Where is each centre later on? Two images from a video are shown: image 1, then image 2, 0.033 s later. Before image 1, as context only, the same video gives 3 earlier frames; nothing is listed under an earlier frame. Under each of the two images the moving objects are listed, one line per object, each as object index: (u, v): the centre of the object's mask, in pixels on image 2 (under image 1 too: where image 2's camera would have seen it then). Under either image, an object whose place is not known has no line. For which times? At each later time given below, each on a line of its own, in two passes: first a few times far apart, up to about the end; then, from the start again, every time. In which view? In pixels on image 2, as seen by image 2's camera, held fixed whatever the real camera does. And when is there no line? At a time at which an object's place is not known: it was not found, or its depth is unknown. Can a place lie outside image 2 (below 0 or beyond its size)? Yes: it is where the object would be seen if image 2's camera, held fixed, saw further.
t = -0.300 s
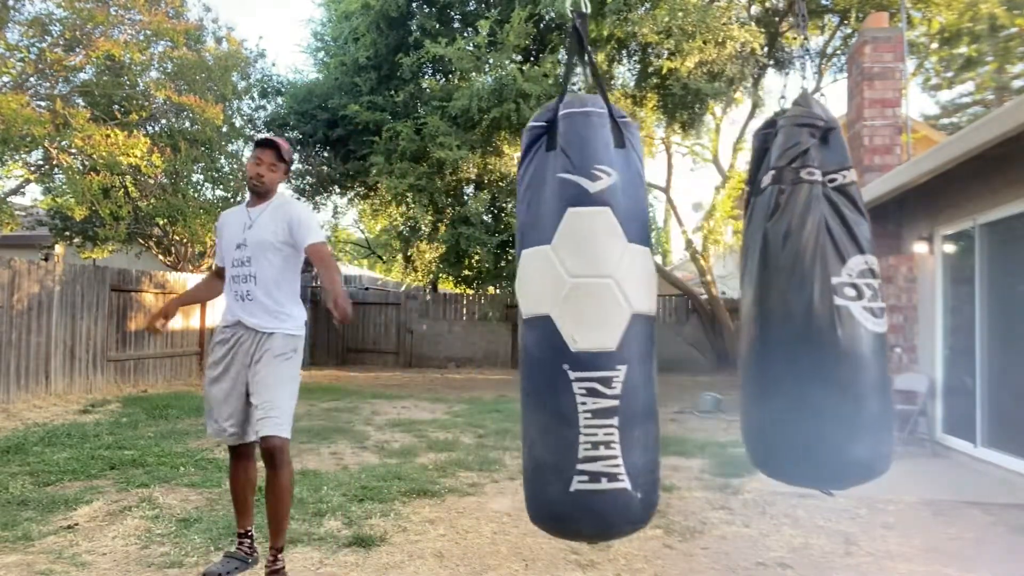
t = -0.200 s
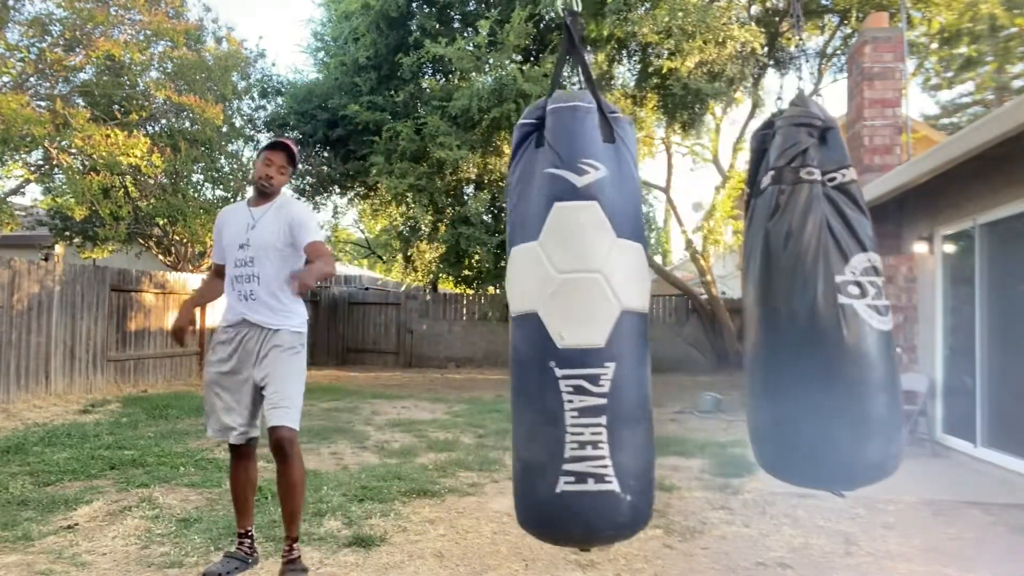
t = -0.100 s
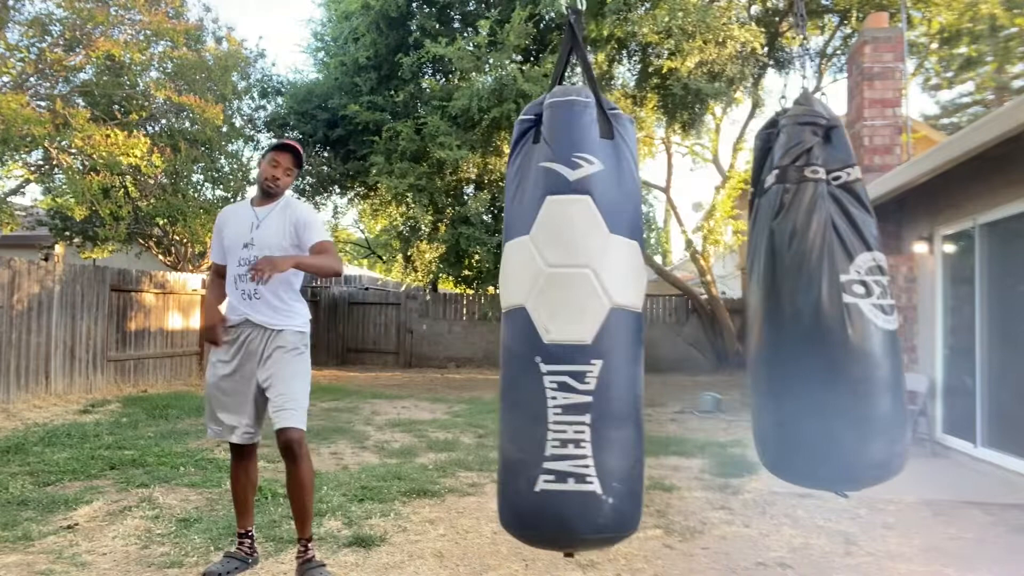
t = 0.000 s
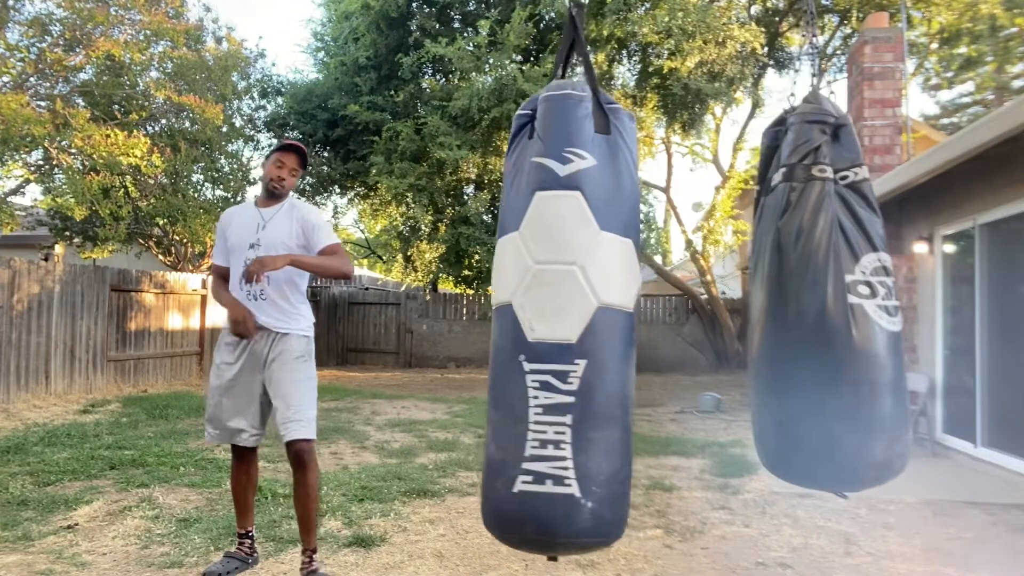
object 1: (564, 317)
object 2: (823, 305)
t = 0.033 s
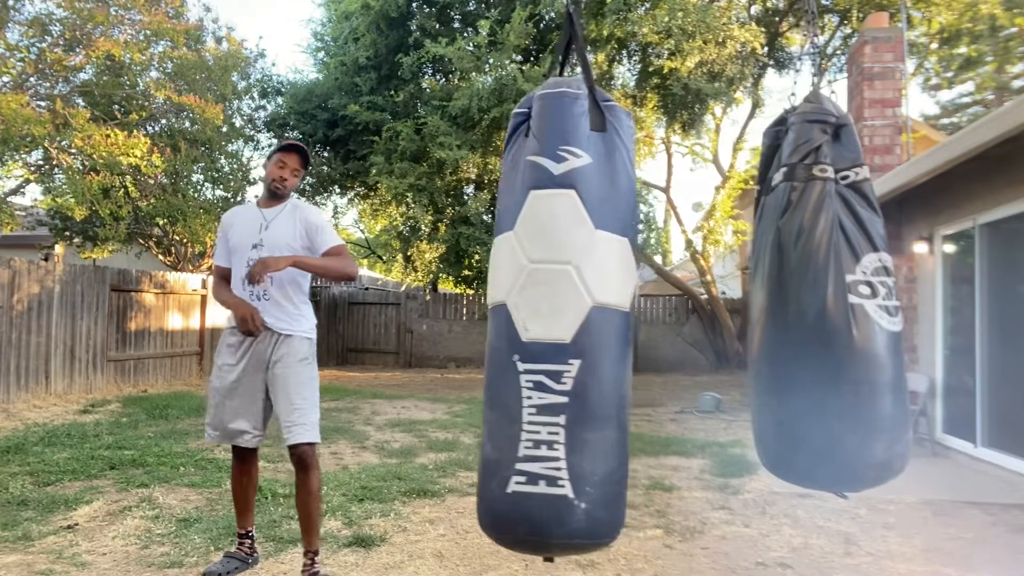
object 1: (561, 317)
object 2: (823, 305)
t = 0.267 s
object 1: (535, 321)
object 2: (815, 306)
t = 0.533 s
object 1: (516, 317)
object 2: (795, 307)
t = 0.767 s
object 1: (511, 308)
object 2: (771, 304)
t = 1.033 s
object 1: (520, 301)
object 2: (742, 301)
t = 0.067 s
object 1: (557, 317)
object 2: (823, 304)
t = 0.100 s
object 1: (553, 317)
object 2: (822, 305)
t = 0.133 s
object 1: (549, 318)
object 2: (821, 305)
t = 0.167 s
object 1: (544, 318)
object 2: (820, 306)
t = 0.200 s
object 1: (541, 319)
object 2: (818, 307)
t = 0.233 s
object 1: (538, 319)
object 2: (816, 306)
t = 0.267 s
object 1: (535, 321)
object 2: (815, 306)
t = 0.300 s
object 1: (532, 321)
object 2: (814, 305)
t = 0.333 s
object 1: (530, 321)
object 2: (812, 306)
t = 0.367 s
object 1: (528, 321)
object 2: (810, 305)
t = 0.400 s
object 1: (525, 318)
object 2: (808, 305)
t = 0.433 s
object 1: (523, 316)
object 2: (806, 304)
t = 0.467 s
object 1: (521, 316)
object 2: (803, 305)
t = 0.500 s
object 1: (519, 317)
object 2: (799, 306)
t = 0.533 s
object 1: (516, 317)
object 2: (795, 307)
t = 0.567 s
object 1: (514, 316)
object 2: (791, 304)
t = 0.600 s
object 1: (512, 314)
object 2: (788, 310)
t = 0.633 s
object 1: (511, 312)
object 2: (784, 304)
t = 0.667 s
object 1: (510, 311)
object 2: (780, 305)
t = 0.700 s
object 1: (510, 309)
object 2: (777, 304)
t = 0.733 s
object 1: (510, 309)
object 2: (774, 305)
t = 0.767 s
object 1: (511, 308)
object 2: (771, 304)
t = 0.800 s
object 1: (512, 307)
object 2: (767, 303)
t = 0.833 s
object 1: (513, 306)
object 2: (764, 302)
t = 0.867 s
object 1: (515, 305)
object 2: (760, 302)
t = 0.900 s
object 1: (516, 304)
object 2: (756, 303)
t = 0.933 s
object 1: (517, 302)
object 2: (752, 303)
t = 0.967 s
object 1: (518, 302)
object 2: (748, 303)
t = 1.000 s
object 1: (519, 301)
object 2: (745, 302)
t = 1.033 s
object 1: (520, 301)
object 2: (742, 301)
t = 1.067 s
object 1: (521, 301)
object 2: (738, 301)
